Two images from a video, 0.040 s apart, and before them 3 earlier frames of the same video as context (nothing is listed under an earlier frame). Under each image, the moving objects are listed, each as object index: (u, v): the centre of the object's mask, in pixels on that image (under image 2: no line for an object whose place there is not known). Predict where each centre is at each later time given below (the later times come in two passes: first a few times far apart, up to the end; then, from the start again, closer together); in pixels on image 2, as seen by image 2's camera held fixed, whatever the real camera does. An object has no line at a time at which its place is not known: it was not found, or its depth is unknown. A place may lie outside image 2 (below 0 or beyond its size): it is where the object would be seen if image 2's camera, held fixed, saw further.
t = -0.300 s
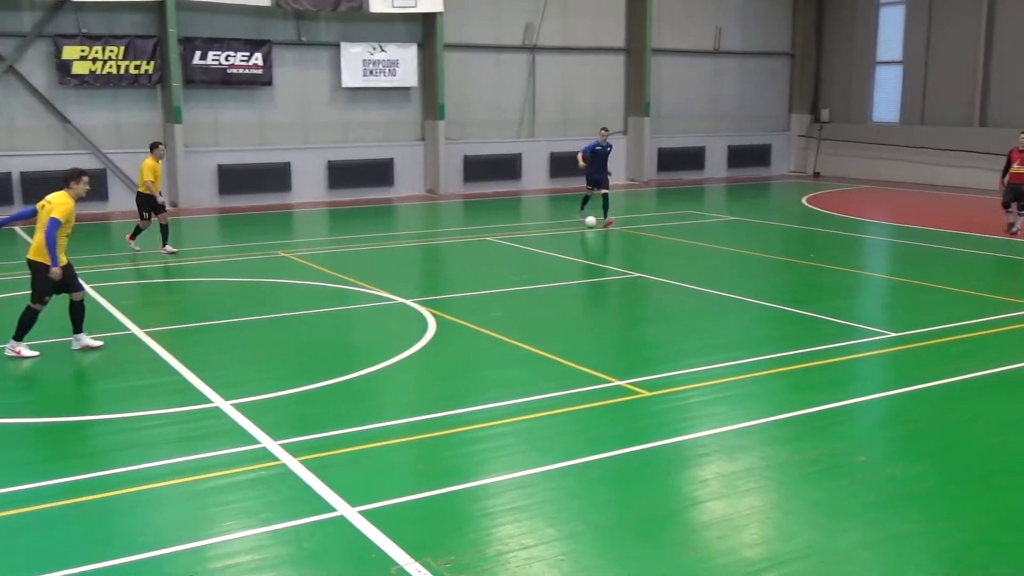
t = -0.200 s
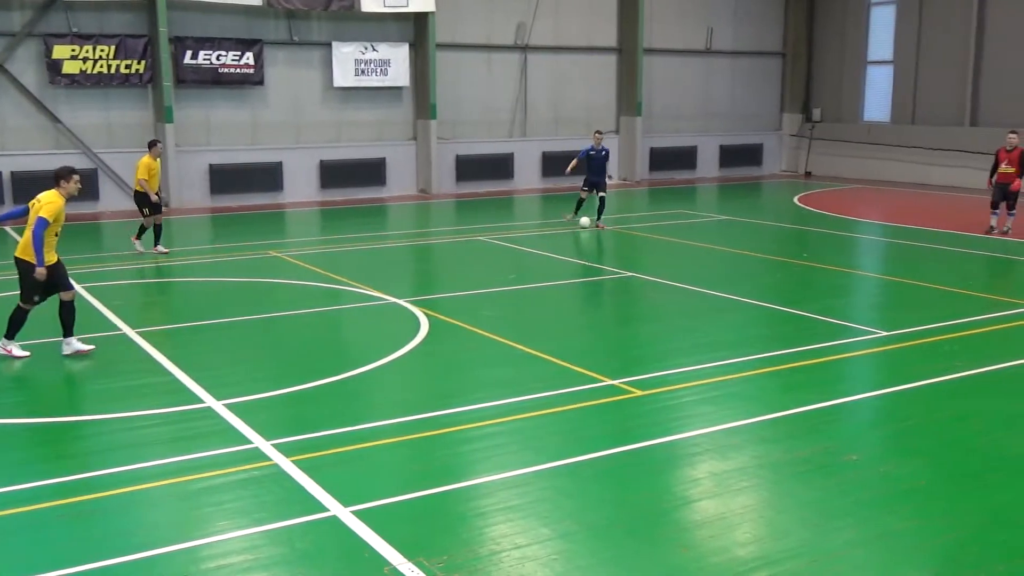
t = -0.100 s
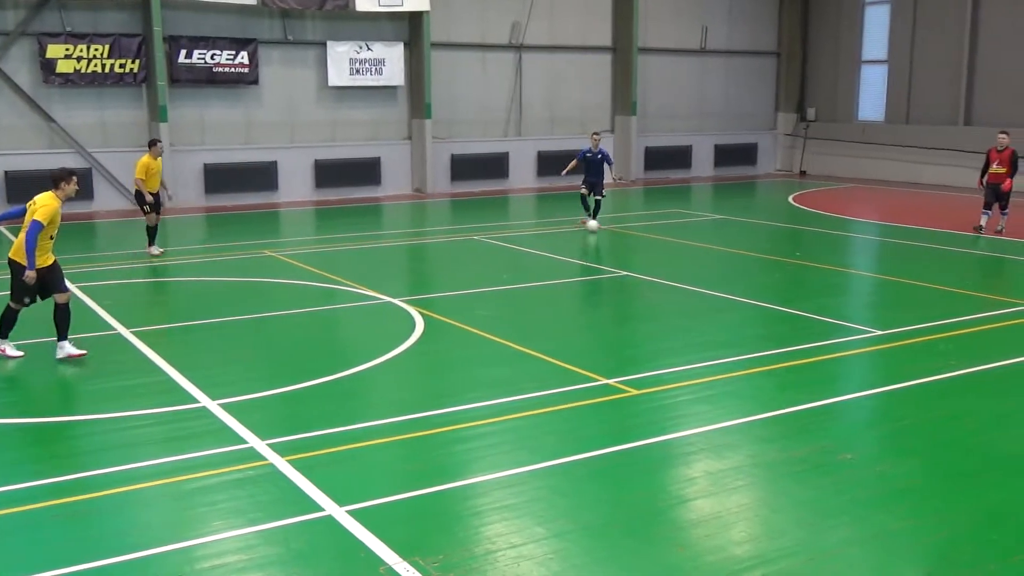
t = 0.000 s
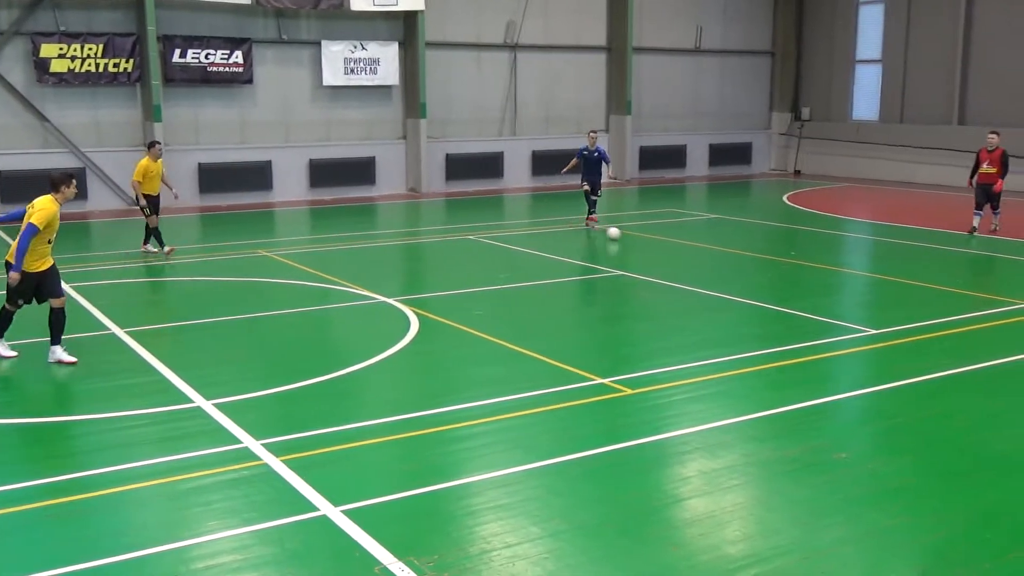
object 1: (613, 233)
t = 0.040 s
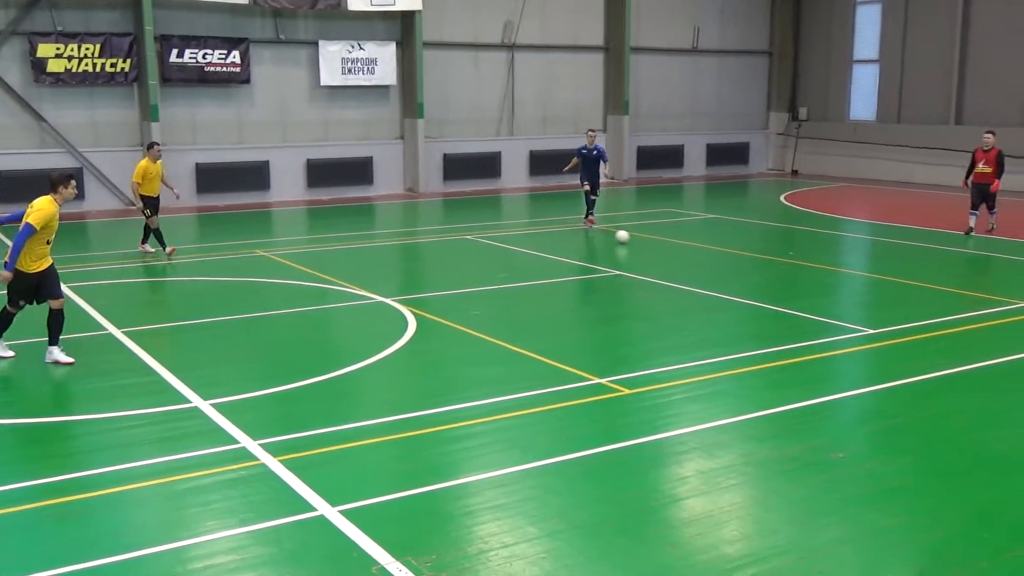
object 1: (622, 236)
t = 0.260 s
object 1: (685, 257)
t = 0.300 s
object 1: (698, 261)
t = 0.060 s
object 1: (628, 238)
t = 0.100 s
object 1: (639, 241)
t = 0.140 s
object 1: (650, 244)
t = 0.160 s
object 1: (655, 246)
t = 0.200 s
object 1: (667, 250)
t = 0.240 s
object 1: (679, 255)
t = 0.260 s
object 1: (685, 257)
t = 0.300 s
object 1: (698, 261)
